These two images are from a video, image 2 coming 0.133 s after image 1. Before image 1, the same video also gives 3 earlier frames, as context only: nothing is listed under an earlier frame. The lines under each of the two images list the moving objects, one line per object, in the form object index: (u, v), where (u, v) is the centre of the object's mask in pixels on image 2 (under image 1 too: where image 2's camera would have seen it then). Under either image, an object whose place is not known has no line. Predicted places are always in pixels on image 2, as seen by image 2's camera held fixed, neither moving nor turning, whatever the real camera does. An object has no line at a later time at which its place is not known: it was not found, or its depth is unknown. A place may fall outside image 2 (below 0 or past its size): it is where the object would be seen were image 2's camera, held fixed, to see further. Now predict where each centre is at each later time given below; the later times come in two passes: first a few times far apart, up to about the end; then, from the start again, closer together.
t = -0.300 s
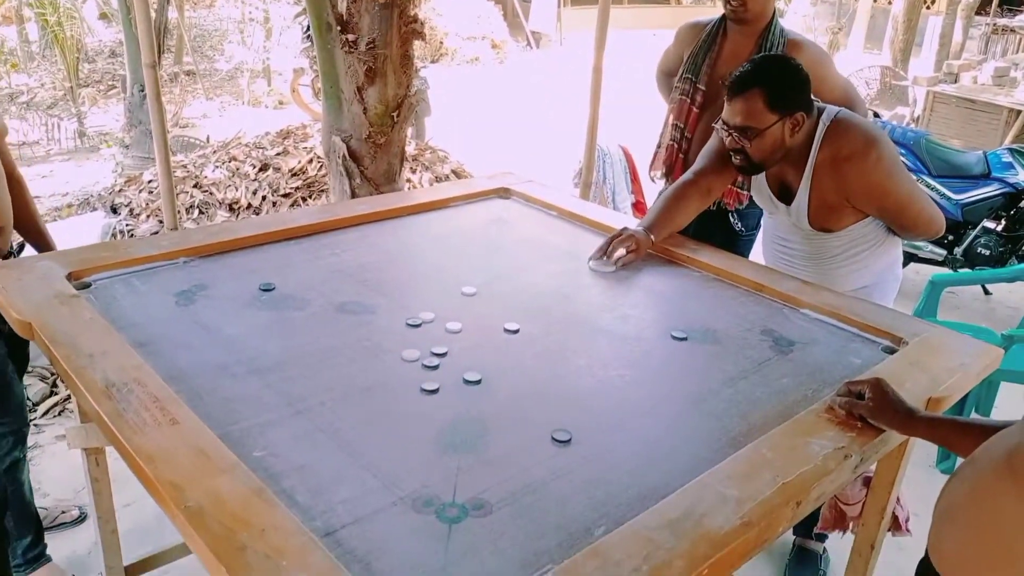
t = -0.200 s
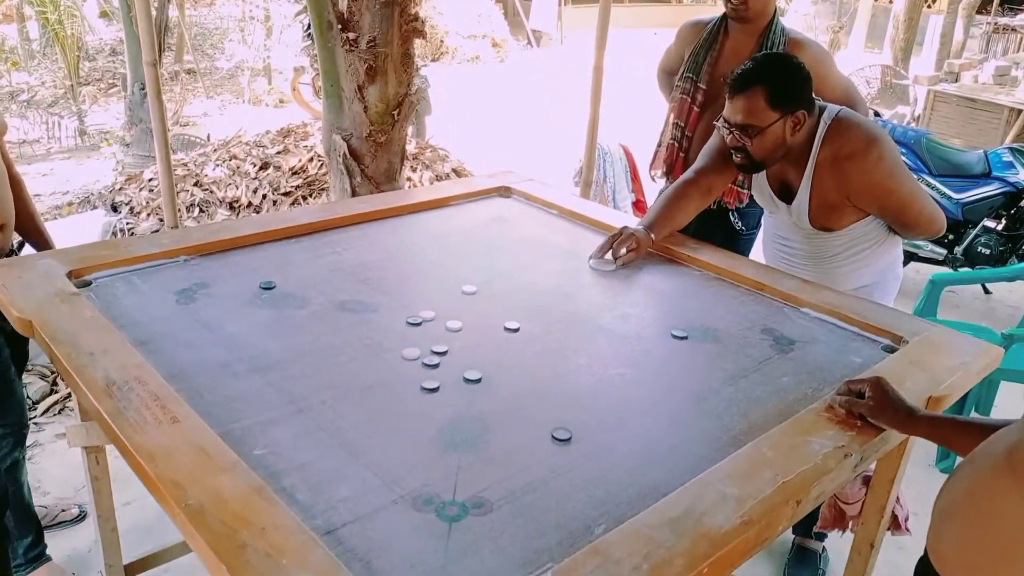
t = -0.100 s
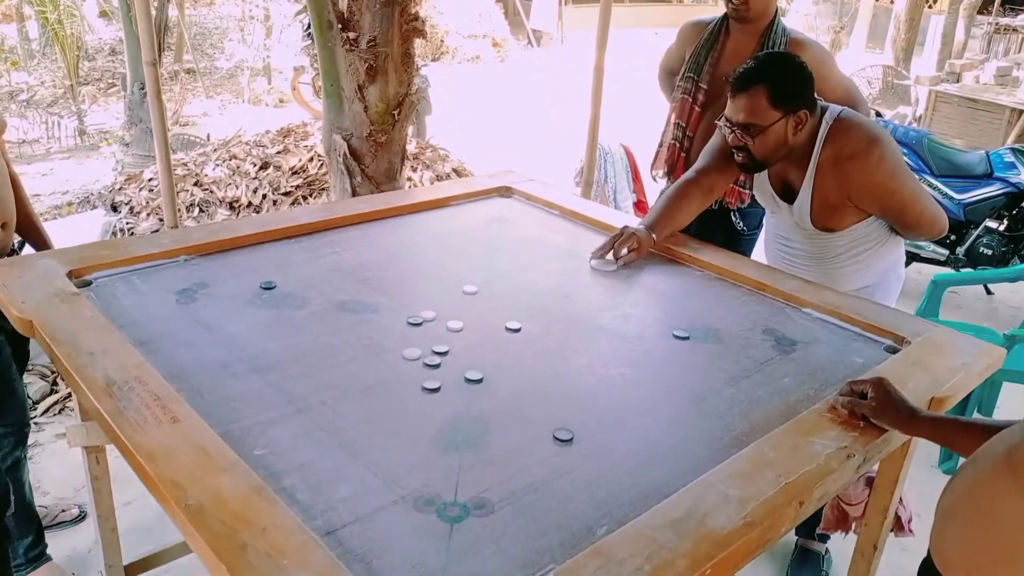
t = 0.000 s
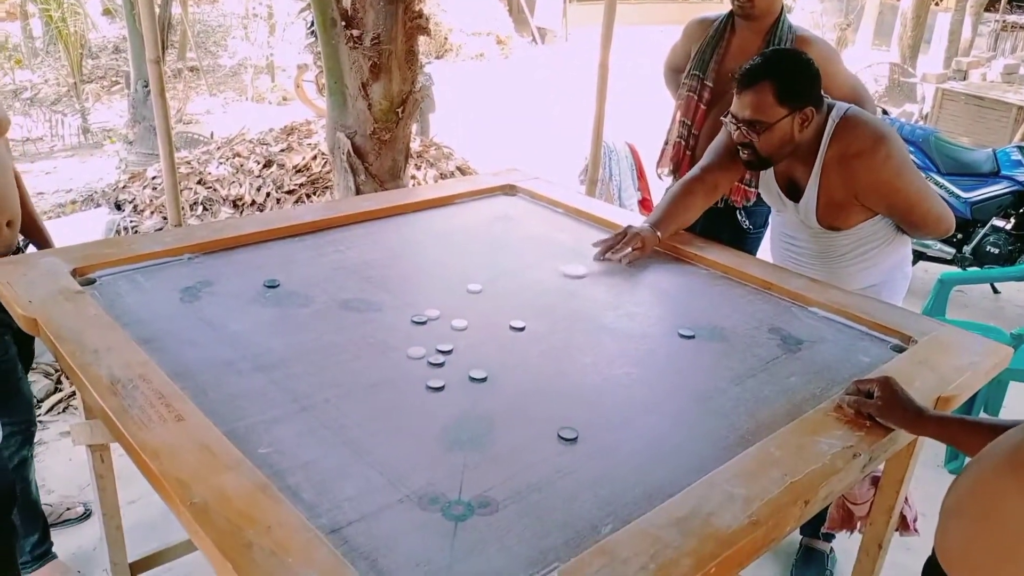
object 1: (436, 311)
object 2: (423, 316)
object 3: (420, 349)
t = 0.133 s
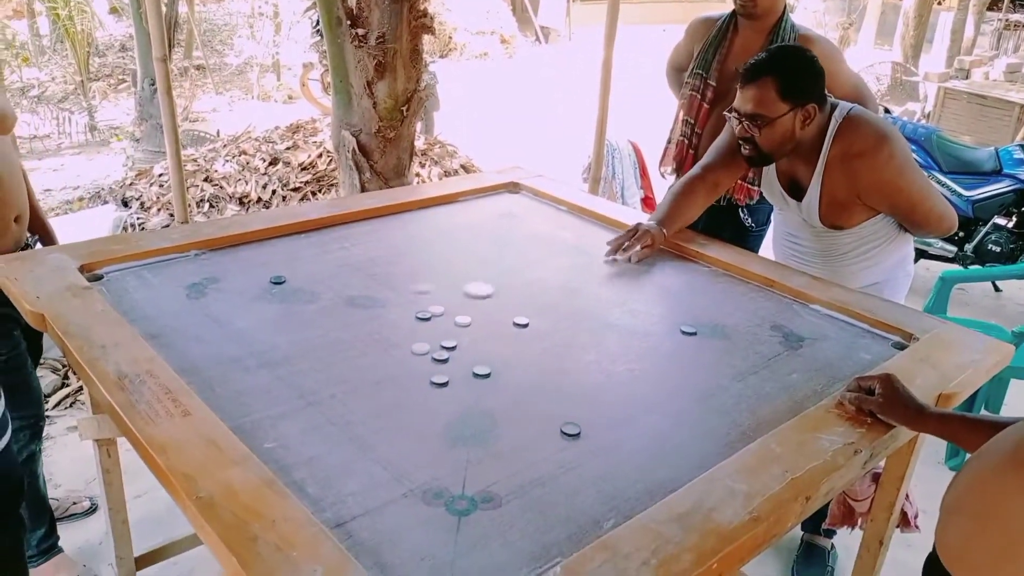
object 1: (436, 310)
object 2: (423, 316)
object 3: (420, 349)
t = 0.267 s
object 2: (387, 335)
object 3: (420, 349)
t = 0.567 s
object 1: (427, 341)
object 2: (236, 420)
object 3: (409, 361)
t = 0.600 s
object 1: (426, 341)
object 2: (238, 423)
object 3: (408, 363)
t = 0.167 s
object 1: (436, 311)
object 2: (423, 316)
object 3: (420, 349)
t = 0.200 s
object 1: (436, 311)
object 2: (422, 316)
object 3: (420, 349)
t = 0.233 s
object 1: (435, 317)
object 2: (405, 326)
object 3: (420, 349)
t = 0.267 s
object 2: (387, 335)
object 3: (420, 349)
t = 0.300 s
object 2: (369, 345)
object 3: (420, 349)
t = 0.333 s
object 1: (434, 336)
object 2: (351, 355)
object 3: (420, 349)
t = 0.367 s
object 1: (433, 340)
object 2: (332, 365)
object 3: (420, 349)
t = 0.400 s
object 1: (430, 341)
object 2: (313, 376)
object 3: (418, 351)
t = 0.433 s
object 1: (428, 342)
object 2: (294, 387)
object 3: (416, 354)
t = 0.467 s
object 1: (427, 341)
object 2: (275, 398)
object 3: (413, 357)
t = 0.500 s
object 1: (427, 341)
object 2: (256, 408)
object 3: (411, 359)
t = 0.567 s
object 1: (427, 341)
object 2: (236, 420)
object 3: (409, 361)
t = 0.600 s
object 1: (426, 341)
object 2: (238, 423)
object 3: (408, 363)
